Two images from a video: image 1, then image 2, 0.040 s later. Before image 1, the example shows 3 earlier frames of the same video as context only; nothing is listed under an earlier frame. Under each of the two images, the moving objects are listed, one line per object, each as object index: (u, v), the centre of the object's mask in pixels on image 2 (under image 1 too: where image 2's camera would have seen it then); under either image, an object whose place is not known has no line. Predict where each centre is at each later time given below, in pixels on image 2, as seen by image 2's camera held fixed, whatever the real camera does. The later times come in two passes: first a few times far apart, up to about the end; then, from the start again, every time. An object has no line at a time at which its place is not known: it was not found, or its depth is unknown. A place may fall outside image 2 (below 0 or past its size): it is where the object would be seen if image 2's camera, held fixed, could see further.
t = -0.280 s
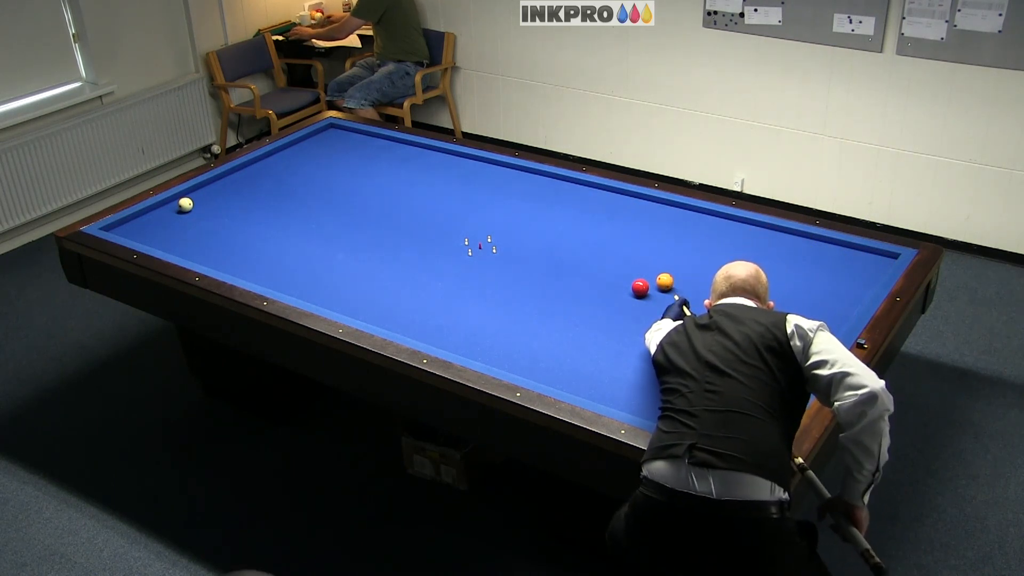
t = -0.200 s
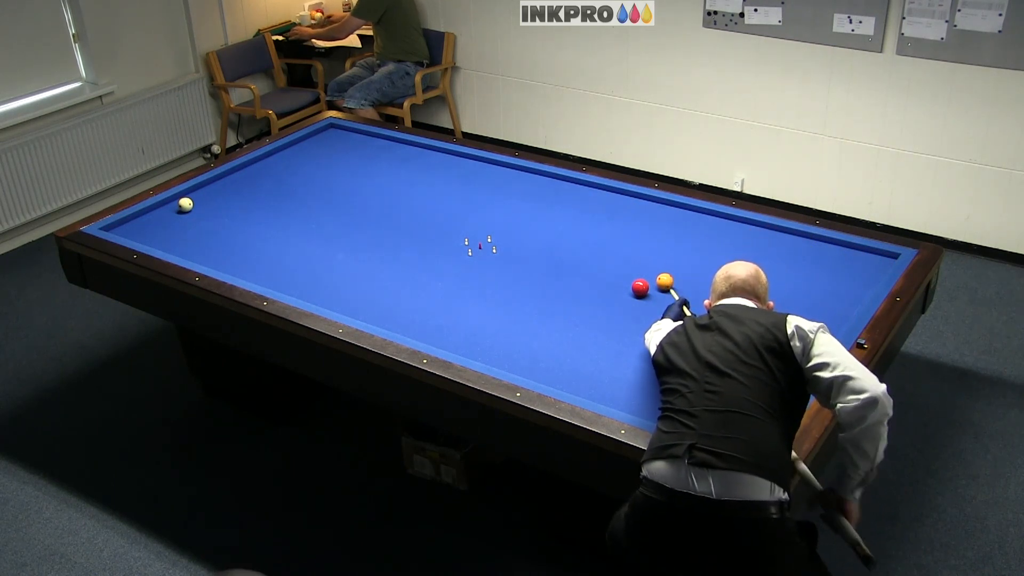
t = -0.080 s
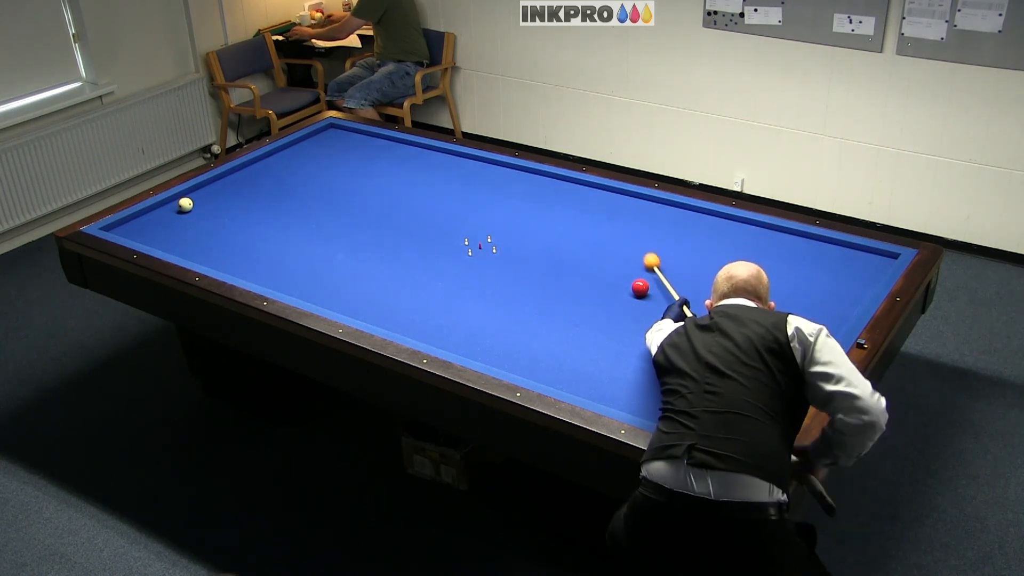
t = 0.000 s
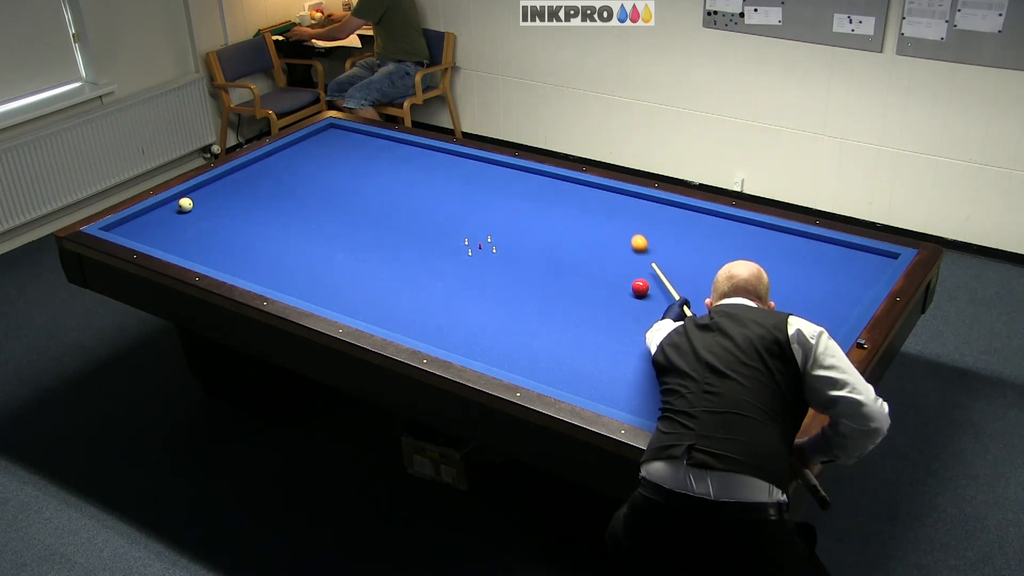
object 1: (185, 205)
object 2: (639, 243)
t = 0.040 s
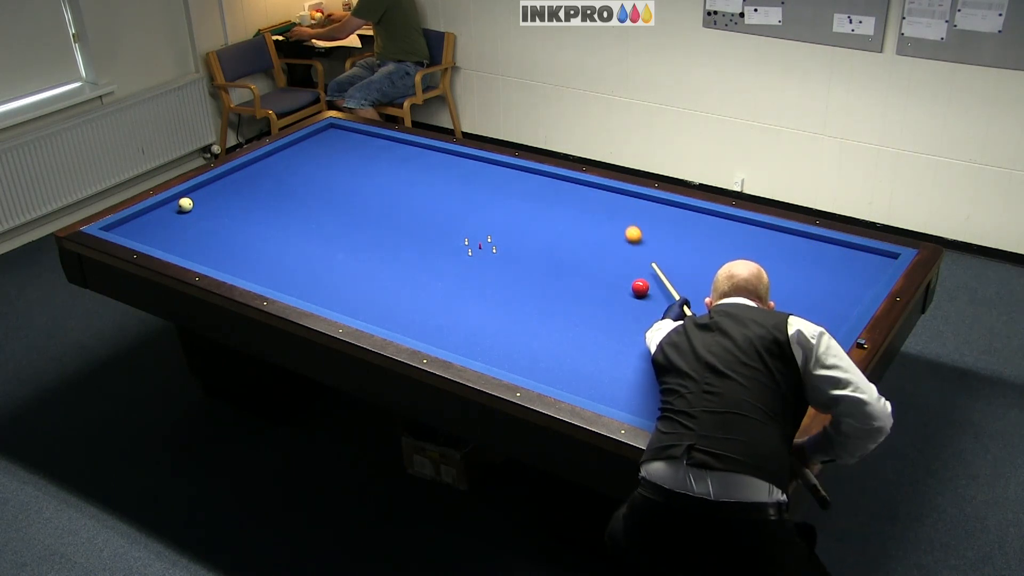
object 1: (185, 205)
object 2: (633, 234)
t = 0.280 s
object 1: (185, 205)
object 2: (601, 188)
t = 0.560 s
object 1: (185, 205)
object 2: (505, 192)
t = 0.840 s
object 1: (185, 205)
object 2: (416, 193)
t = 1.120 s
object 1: (185, 205)
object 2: (329, 195)
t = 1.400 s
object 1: (185, 205)
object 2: (244, 196)
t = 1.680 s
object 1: (186, 205)
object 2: (173, 202)
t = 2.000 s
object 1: (214, 212)
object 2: (131, 226)
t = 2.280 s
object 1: (239, 219)
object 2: (145, 227)
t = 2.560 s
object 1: (263, 225)
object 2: (177, 220)
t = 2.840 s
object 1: (287, 231)
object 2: (208, 213)
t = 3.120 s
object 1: (312, 238)
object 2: (237, 207)
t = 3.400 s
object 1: (336, 244)
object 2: (265, 202)
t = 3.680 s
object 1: (361, 250)
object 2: (291, 196)
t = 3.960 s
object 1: (385, 257)
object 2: (316, 191)
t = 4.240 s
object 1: (409, 263)
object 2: (340, 186)
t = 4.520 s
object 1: (432, 269)
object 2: (363, 181)
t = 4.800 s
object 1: (456, 275)
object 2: (385, 177)
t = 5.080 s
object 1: (479, 282)
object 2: (406, 173)
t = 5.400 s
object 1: (505, 288)
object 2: (428, 168)
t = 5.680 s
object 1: (528, 295)
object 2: (447, 165)
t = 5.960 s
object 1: (550, 301)
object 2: (464, 162)
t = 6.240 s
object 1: (571, 306)
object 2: (477, 160)
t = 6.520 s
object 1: (592, 312)
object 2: (477, 164)
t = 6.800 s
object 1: (612, 317)
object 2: (478, 167)
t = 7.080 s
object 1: (631, 323)
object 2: (478, 170)
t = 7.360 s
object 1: (649, 328)
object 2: (479, 173)
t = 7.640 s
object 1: (666, 333)
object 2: (479, 176)
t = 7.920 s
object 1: (683, 337)
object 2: (479, 178)
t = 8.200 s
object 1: (698, 342)
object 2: (479, 181)
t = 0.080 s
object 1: (185, 205)
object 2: (628, 226)
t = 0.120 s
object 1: (185, 205)
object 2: (622, 218)
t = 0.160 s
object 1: (185, 205)
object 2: (617, 210)
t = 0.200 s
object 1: (185, 205)
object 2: (611, 202)
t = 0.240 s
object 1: (185, 205)
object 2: (606, 194)
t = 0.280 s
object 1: (185, 205)
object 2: (601, 188)
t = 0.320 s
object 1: (185, 205)
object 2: (587, 189)
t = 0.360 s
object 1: (185, 205)
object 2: (572, 190)
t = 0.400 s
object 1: (185, 205)
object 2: (558, 191)
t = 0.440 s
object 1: (185, 205)
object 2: (545, 191)
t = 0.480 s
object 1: (185, 205)
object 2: (532, 192)
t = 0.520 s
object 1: (185, 205)
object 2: (519, 192)
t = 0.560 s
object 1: (185, 205)
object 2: (505, 192)
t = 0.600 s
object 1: (185, 205)
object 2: (492, 192)
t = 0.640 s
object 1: (185, 205)
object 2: (480, 192)
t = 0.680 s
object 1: (185, 205)
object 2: (467, 192)
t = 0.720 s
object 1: (185, 205)
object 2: (454, 193)
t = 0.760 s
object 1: (185, 205)
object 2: (442, 193)
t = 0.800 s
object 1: (185, 205)
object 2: (429, 193)
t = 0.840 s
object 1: (185, 205)
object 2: (416, 193)
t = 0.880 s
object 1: (185, 205)
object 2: (404, 194)
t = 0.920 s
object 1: (185, 204)
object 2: (391, 194)
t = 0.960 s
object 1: (185, 205)
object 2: (379, 194)
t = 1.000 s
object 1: (185, 205)
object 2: (366, 194)
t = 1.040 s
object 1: (185, 205)
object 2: (354, 194)
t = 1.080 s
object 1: (185, 205)
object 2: (341, 194)
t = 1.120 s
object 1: (185, 205)
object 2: (329, 195)
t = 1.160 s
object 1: (185, 205)
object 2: (316, 195)
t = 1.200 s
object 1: (185, 205)
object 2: (304, 195)
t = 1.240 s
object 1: (185, 205)
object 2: (292, 195)
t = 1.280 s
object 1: (185, 205)
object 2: (280, 195)
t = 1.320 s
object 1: (185, 205)
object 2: (268, 196)
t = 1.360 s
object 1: (185, 205)
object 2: (256, 196)
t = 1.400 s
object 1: (185, 205)
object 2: (244, 196)
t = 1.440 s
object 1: (185, 205)
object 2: (232, 196)
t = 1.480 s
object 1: (185, 205)
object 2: (220, 197)
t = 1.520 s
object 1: (185, 204)
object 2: (208, 197)
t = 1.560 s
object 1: (185, 205)
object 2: (197, 196)
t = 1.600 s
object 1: (185, 205)
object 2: (185, 195)
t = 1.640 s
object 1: (185, 204)
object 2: (174, 197)
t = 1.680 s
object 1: (186, 205)
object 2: (173, 202)
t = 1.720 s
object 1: (190, 206)
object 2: (169, 205)
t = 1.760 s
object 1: (193, 207)
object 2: (164, 208)
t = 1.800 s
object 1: (197, 208)
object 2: (158, 211)
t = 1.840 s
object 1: (200, 209)
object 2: (153, 214)
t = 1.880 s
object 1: (204, 210)
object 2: (147, 217)
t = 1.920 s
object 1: (207, 211)
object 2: (142, 220)
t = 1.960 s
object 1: (211, 212)
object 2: (136, 223)
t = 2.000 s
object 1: (214, 212)
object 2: (131, 226)
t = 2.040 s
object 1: (218, 213)
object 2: (126, 230)
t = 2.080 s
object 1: (221, 214)
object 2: (120, 231)
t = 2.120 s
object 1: (225, 215)
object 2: (124, 231)
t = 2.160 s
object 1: (228, 216)
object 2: (130, 230)
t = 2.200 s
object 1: (231, 217)
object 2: (136, 229)
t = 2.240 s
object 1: (235, 218)
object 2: (140, 228)
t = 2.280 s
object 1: (239, 219)
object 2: (145, 227)
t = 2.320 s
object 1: (242, 220)
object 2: (149, 226)
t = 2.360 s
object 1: (245, 220)
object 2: (154, 225)
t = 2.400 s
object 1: (249, 221)
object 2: (159, 224)
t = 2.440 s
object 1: (253, 222)
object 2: (164, 223)
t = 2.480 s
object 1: (256, 223)
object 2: (168, 222)
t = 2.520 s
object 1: (259, 224)
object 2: (173, 221)
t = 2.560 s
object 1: (263, 225)
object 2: (177, 220)
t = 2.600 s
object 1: (266, 226)
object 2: (181, 219)
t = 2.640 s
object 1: (270, 227)
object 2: (186, 218)
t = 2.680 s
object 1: (273, 228)
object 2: (190, 217)
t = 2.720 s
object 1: (277, 229)
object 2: (195, 216)
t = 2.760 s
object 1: (280, 229)
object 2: (199, 215)
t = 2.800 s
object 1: (284, 230)
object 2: (203, 214)
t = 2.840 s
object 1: (287, 231)
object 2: (208, 213)
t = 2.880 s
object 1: (291, 232)
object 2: (212, 212)
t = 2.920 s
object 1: (294, 233)
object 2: (216, 212)
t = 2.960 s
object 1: (298, 234)
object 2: (220, 211)
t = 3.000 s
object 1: (301, 235)
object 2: (225, 210)
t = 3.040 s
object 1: (305, 236)
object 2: (229, 209)
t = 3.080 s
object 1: (308, 237)
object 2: (233, 208)
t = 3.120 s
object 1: (312, 238)
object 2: (237, 207)
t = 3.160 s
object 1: (315, 239)
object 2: (241, 207)
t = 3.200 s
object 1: (319, 240)
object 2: (245, 206)
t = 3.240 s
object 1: (322, 240)
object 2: (249, 205)
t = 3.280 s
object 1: (326, 241)
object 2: (253, 204)
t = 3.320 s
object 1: (329, 242)
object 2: (257, 203)
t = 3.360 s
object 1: (333, 243)
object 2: (261, 202)
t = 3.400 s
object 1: (336, 244)
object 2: (265, 202)
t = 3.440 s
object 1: (340, 245)
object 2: (268, 201)
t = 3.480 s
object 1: (343, 246)
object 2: (272, 200)
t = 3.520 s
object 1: (347, 247)
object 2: (276, 199)
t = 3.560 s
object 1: (350, 248)
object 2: (280, 198)
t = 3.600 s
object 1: (354, 249)
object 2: (283, 197)
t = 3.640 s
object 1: (357, 249)
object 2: (287, 197)
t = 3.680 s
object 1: (361, 250)
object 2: (291, 196)
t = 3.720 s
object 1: (364, 251)
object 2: (294, 195)
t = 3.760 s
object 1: (367, 252)
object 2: (298, 195)
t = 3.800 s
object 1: (371, 253)
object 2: (302, 194)
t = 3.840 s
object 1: (374, 254)
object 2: (306, 193)
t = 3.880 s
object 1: (378, 255)
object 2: (309, 192)
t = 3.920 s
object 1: (381, 256)
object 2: (313, 192)
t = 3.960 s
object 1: (385, 257)
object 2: (316, 191)
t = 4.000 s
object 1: (388, 257)
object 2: (319, 190)
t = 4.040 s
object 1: (392, 258)
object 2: (323, 189)
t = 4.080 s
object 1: (395, 259)
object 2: (326, 189)
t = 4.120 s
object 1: (399, 260)
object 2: (330, 188)
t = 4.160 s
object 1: (402, 261)
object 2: (333, 187)
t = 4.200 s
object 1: (405, 262)
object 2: (337, 187)
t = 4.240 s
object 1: (409, 263)
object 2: (340, 186)
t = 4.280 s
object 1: (412, 264)
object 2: (343, 185)
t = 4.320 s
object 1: (415, 265)
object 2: (347, 184)
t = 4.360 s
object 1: (419, 266)
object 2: (350, 184)
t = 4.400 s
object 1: (422, 267)
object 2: (353, 183)
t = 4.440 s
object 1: (425, 267)
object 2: (357, 182)
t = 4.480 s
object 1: (429, 268)
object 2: (360, 182)
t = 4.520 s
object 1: (432, 269)
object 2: (363, 181)
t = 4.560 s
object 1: (436, 270)
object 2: (366, 181)
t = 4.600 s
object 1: (439, 271)
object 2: (369, 180)
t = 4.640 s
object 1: (442, 272)
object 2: (373, 179)
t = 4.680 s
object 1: (446, 273)
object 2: (376, 179)
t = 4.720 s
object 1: (449, 274)
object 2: (379, 178)
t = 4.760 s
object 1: (452, 274)
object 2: (382, 178)
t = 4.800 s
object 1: (456, 275)
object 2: (385, 177)
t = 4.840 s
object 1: (460, 276)
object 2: (388, 176)
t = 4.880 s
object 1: (463, 277)
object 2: (391, 175)
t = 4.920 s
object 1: (466, 278)
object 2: (394, 175)
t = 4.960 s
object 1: (469, 279)
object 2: (397, 174)
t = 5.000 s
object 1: (473, 280)
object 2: (400, 174)
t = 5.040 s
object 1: (476, 281)
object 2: (403, 173)
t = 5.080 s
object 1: (479, 282)
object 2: (406, 173)
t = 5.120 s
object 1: (483, 283)
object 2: (408, 172)
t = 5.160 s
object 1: (486, 283)
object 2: (412, 172)
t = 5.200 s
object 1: (489, 284)
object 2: (414, 171)
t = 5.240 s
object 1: (492, 285)
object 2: (417, 170)
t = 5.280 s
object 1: (496, 286)
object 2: (420, 170)
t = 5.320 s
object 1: (499, 287)
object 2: (423, 169)
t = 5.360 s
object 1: (502, 288)
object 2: (425, 169)
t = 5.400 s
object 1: (505, 288)
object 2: (428, 168)
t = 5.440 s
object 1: (509, 289)
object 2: (431, 168)
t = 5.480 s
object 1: (512, 290)
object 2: (433, 167)
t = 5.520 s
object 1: (515, 291)
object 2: (436, 167)
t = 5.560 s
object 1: (519, 292)
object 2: (439, 166)
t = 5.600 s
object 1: (522, 293)
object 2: (441, 166)
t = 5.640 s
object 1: (525, 294)
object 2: (444, 165)
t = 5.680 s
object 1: (528, 295)
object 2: (447, 165)
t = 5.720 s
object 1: (531, 295)
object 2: (449, 164)
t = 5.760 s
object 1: (534, 296)
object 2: (452, 164)
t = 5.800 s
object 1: (537, 297)
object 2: (454, 163)
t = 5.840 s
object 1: (540, 298)
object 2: (457, 163)
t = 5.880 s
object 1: (544, 299)
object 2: (459, 162)
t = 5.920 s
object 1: (547, 300)
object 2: (462, 162)
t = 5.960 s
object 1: (550, 301)
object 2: (464, 162)
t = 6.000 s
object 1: (553, 301)
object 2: (467, 161)
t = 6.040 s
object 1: (556, 302)
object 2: (469, 160)
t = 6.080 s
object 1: (559, 303)
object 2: (471, 160)
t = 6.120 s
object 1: (562, 304)
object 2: (473, 160)
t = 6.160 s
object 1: (565, 305)
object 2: (476, 159)
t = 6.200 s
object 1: (568, 305)
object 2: (477, 159)
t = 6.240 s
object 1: (571, 306)
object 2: (477, 160)
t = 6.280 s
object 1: (574, 307)
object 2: (477, 160)
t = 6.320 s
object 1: (577, 308)
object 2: (477, 161)
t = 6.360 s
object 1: (581, 309)
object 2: (477, 161)
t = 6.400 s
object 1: (583, 310)
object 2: (477, 162)
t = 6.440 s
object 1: (586, 310)
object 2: (477, 163)
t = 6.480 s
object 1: (589, 311)
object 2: (477, 163)
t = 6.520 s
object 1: (592, 312)
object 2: (477, 164)
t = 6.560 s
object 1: (595, 313)
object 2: (478, 164)
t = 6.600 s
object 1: (598, 313)
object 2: (478, 165)
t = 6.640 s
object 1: (600, 314)
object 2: (477, 165)
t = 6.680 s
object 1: (604, 315)
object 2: (478, 165)
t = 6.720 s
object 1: (606, 316)
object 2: (478, 166)
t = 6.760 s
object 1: (609, 317)
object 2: (478, 167)
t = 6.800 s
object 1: (612, 317)
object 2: (478, 167)
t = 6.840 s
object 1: (615, 318)
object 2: (478, 167)
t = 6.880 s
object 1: (617, 319)
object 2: (478, 168)
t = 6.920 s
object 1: (620, 319)
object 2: (478, 168)
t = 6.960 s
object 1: (623, 320)
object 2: (478, 169)
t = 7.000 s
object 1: (625, 321)
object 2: (478, 169)
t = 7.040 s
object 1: (628, 322)
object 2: (478, 170)
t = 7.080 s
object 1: (631, 323)
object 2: (478, 170)
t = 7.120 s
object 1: (634, 323)
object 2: (478, 171)
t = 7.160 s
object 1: (636, 324)
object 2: (478, 171)
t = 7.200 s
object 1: (639, 325)
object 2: (478, 171)
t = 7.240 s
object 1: (641, 325)
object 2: (479, 172)
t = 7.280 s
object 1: (644, 326)
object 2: (479, 172)
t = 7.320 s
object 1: (647, 327)
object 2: (479, 173)
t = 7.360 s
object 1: (649, 328)
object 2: (479, 173)
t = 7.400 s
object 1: (652, 329)
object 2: (479, 174)
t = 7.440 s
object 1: (654, 329)
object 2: (479, 174)
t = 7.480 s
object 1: (656, 330)
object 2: (479, 174)
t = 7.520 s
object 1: (659, 331)
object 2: (479, 175)
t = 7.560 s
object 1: (662, 331)
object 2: (479, 175)
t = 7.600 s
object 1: (664, 332)
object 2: (479, 175)
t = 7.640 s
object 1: (666, 333)
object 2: (479, 176)
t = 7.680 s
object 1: (669, 334)
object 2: (479, 176)
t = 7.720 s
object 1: (671, 334)
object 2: (479, 177)
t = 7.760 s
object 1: (674, 335)
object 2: (479, 177)
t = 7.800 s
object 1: (676, 335)
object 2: (479, 177)
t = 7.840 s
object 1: (678, 336)
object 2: (479, 178)
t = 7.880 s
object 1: (680, 337)
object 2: (479, 178)
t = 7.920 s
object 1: (683, 337)
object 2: (479, 178)
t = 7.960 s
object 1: (685, 338)
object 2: (479, 179)
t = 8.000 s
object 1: (687, 339)
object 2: (479, 179)
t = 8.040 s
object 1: (689, 339)
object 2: (479, 179)
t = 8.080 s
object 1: (692, 340)
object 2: (479, 180)
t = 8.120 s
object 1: (694, 341)
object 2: (479, 180)
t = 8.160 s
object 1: (696, 341)
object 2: (479, 180)
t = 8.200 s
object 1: (698, 342)
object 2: (479, 181)
